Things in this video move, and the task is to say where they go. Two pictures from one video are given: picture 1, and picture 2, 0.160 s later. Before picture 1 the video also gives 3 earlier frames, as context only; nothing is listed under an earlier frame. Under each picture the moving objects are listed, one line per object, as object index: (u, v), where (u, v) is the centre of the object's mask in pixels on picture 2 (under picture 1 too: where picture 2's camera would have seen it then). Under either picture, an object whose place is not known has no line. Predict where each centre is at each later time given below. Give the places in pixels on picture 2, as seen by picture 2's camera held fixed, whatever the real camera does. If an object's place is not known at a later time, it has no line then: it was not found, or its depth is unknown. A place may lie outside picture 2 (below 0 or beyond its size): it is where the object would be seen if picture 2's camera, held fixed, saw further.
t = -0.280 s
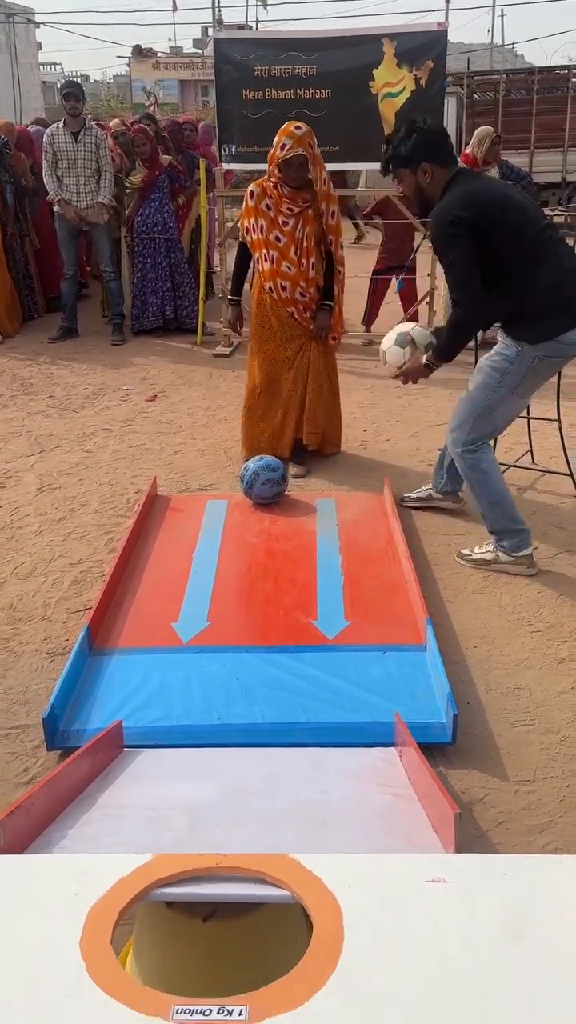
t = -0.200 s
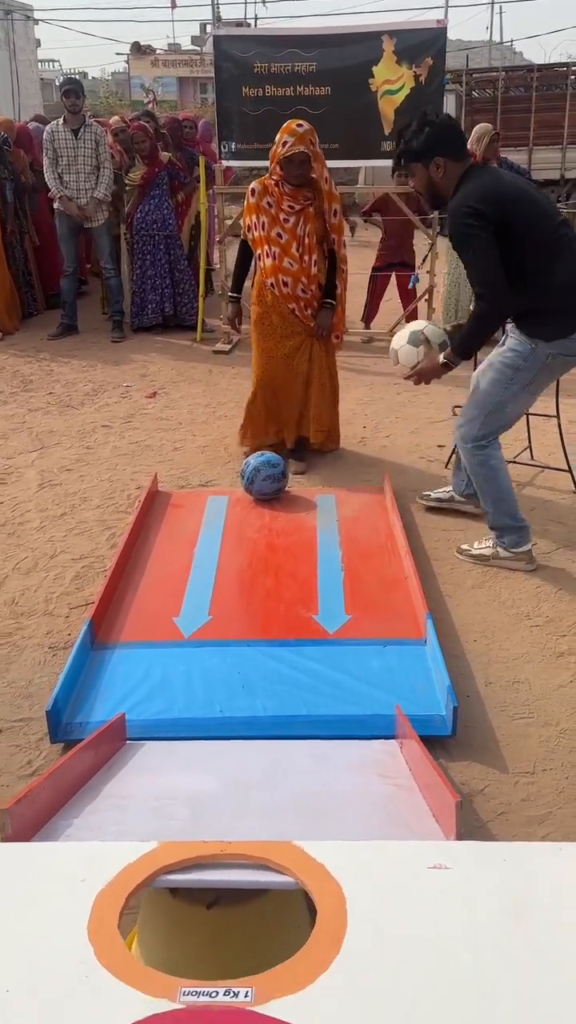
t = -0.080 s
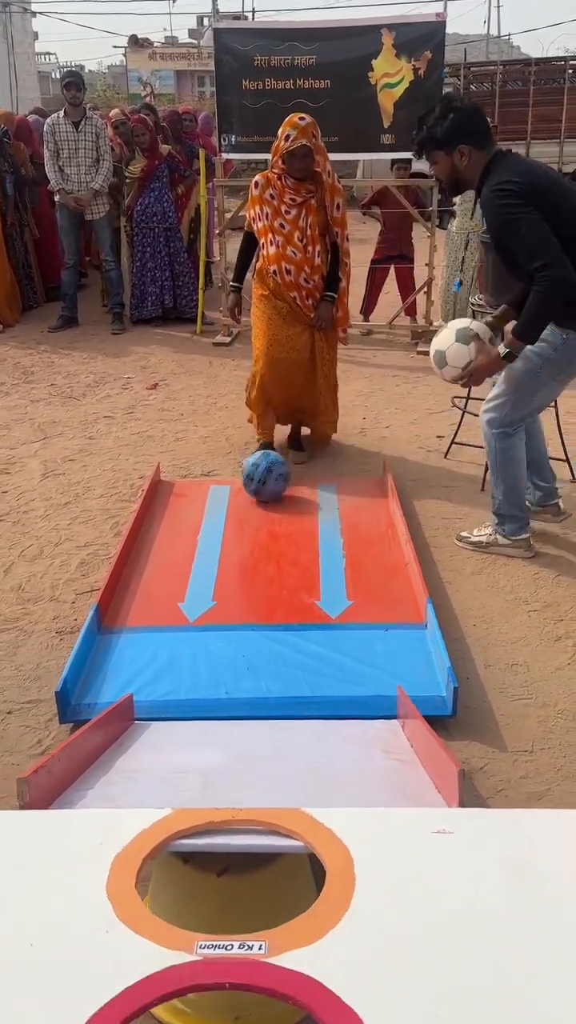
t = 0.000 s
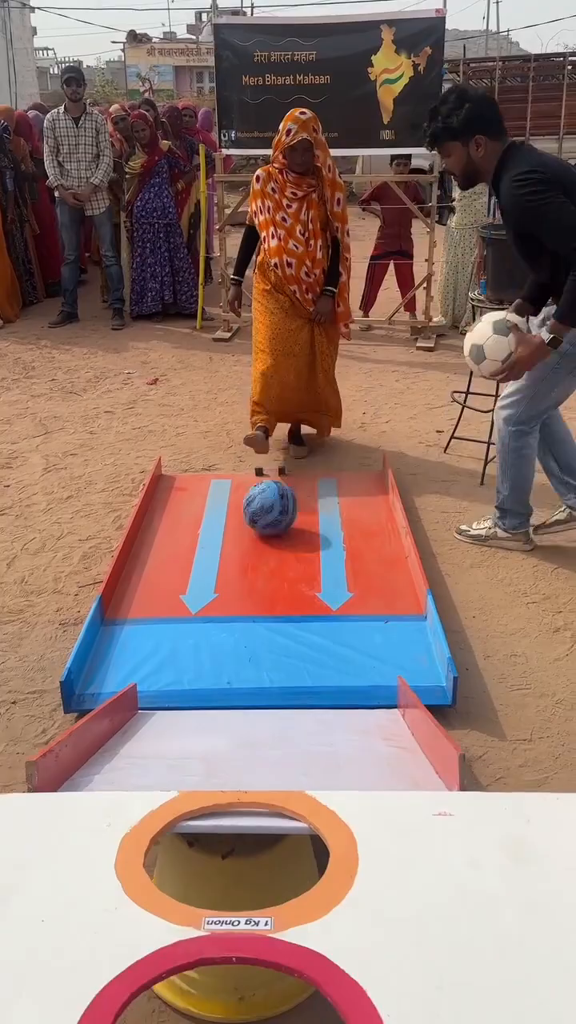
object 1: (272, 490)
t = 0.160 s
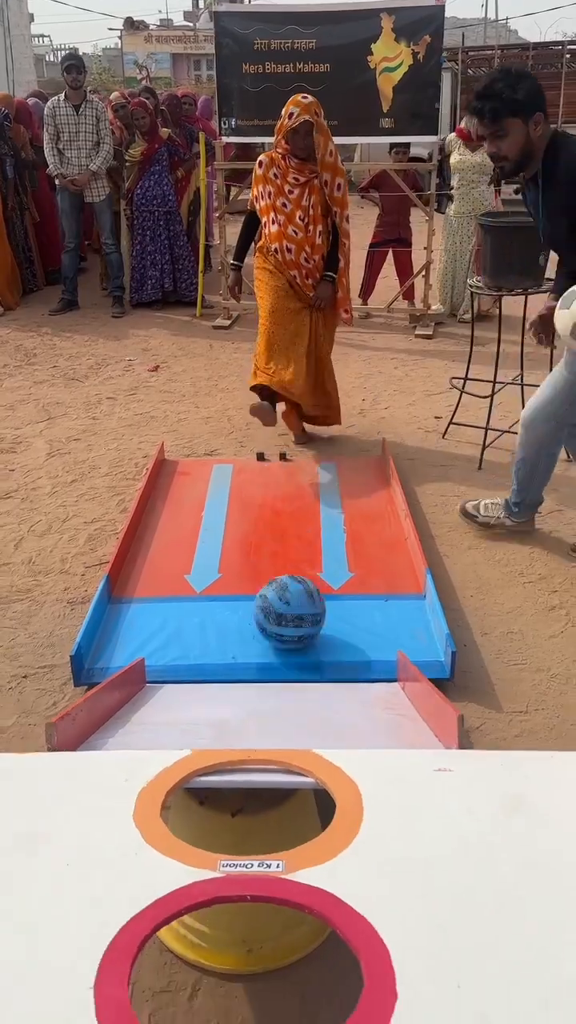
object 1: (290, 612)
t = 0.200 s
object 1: (294, 644)
